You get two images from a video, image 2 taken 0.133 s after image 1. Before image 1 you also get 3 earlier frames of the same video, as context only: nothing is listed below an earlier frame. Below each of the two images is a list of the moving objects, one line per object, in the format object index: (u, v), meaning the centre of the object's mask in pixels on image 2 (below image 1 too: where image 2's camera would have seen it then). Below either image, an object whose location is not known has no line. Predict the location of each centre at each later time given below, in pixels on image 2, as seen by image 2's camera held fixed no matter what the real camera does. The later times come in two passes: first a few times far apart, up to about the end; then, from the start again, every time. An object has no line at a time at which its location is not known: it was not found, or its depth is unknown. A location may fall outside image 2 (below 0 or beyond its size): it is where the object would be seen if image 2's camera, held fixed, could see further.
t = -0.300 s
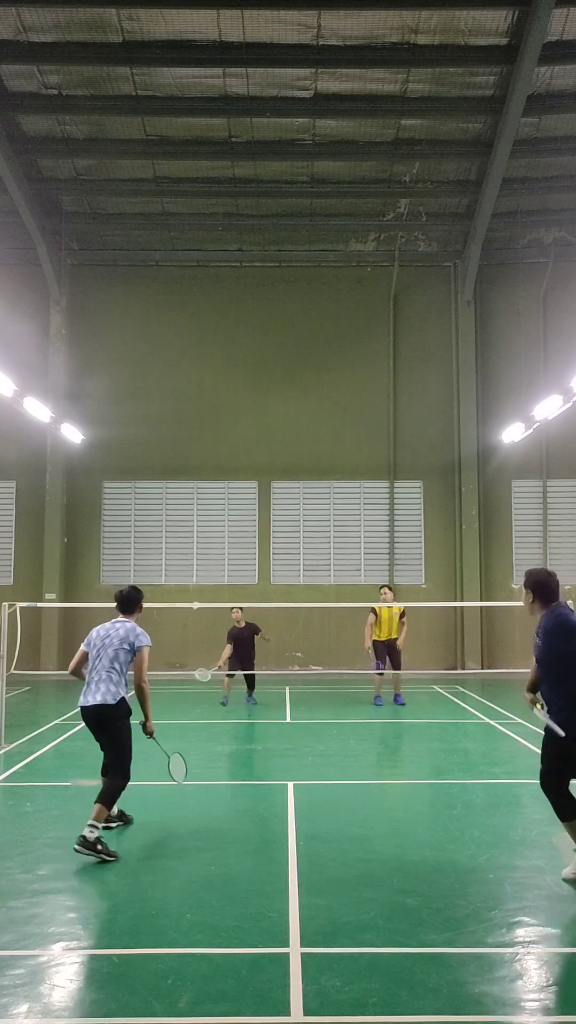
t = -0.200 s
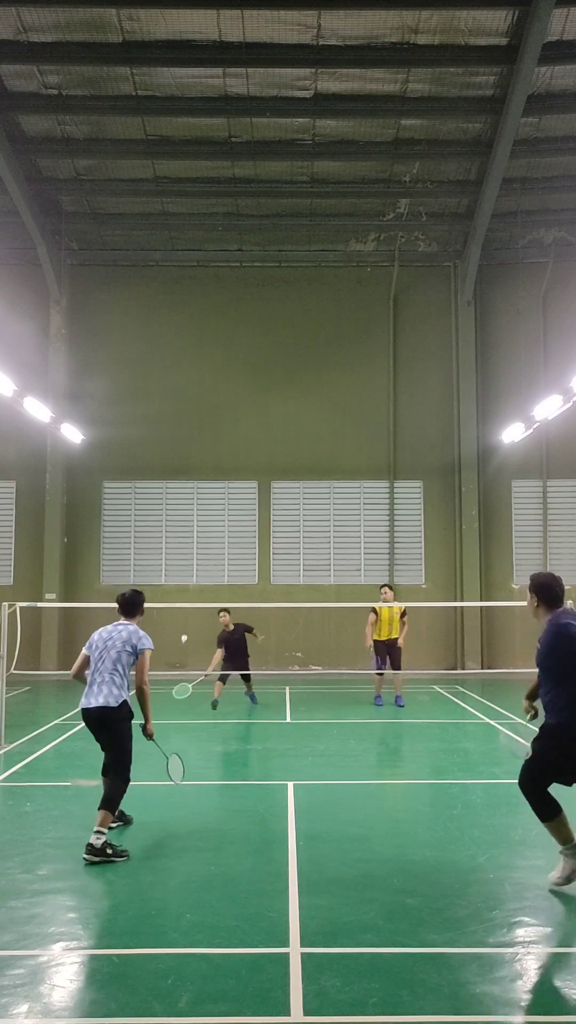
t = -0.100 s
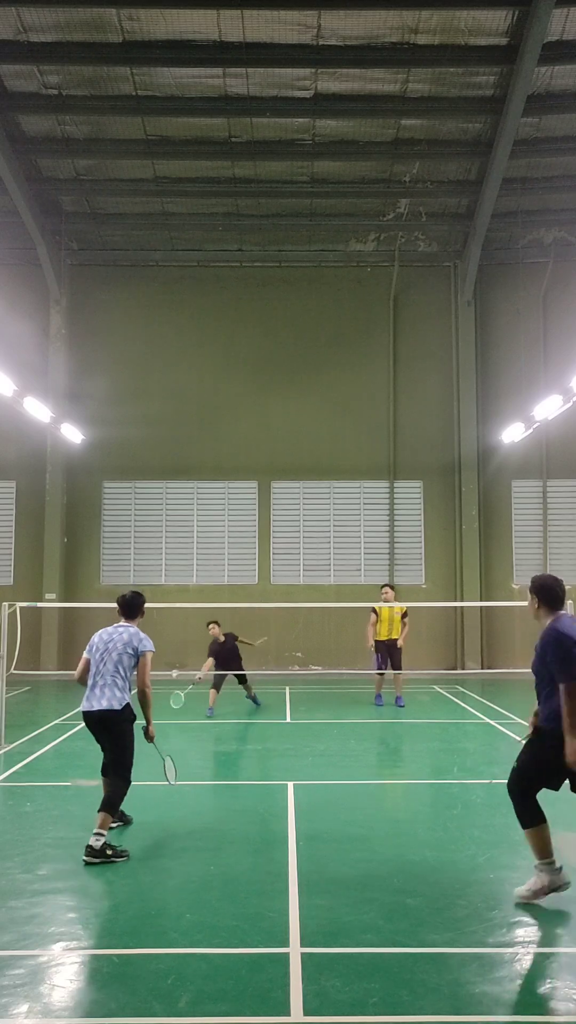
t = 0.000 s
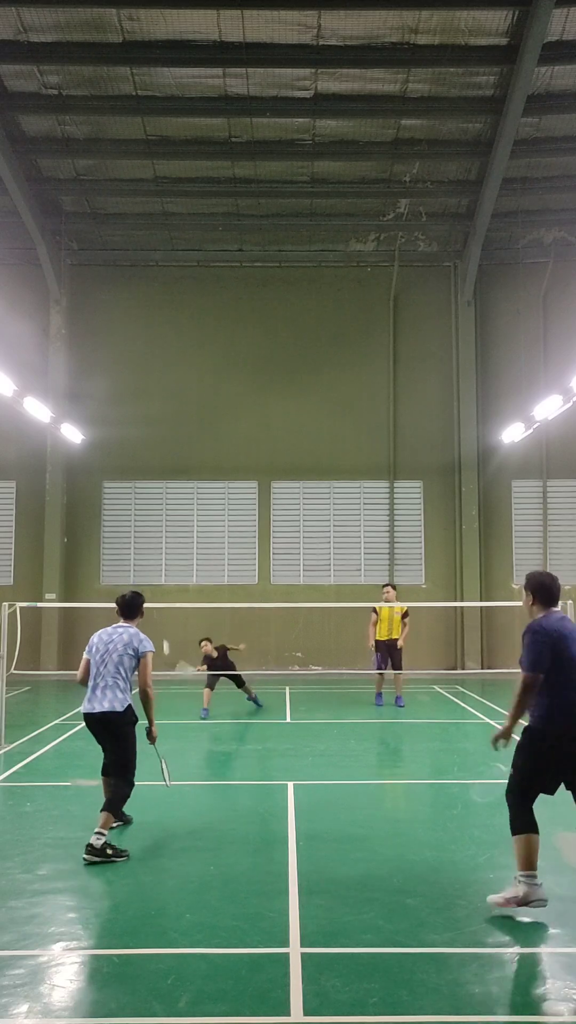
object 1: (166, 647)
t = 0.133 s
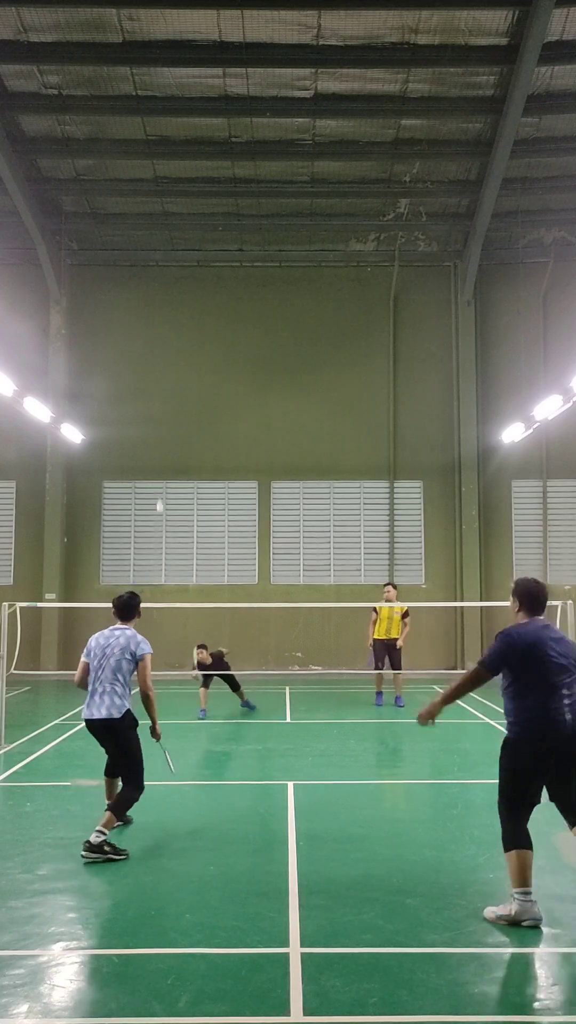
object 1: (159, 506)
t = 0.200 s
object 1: (157, 453)
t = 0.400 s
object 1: (151, 332)
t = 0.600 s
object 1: (143, 261)
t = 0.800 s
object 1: (134, 233)
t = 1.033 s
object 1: (118, 266)
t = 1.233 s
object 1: (102, 356)
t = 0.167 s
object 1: (158, 478)
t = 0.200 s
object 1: (157, 453)
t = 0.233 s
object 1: (156, 429)
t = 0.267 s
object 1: (156, 407)
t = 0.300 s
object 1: (155, 386)
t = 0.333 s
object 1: (153, 367)
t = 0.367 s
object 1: (152, 349)
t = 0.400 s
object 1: (151, 332)
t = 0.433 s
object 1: (150, 317)
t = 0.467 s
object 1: (149, 304)
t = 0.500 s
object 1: (147, 291)
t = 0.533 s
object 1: (146, 280)
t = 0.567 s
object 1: (145, 269)
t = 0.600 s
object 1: (143, 261)
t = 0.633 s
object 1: (142, 253)
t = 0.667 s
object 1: (141, 247)
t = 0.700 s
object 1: (139, 241)
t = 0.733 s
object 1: (138, 238)
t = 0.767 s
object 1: (136, 235)
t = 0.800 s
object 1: (134, 233)
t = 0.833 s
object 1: (132, 233)
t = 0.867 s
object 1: (130, 235)
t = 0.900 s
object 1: (128, 238)
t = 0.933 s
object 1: (125, 242)
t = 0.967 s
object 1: (123, 248)
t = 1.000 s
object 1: (120, 256)
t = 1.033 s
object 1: (118, 266)
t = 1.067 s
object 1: (115, 277)
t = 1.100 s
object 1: (113, 290)
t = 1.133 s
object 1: (110, 304)
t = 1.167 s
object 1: (107, 320)
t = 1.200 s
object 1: (104, 337)
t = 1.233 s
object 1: (102, 356)
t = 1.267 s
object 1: (99, 376)
